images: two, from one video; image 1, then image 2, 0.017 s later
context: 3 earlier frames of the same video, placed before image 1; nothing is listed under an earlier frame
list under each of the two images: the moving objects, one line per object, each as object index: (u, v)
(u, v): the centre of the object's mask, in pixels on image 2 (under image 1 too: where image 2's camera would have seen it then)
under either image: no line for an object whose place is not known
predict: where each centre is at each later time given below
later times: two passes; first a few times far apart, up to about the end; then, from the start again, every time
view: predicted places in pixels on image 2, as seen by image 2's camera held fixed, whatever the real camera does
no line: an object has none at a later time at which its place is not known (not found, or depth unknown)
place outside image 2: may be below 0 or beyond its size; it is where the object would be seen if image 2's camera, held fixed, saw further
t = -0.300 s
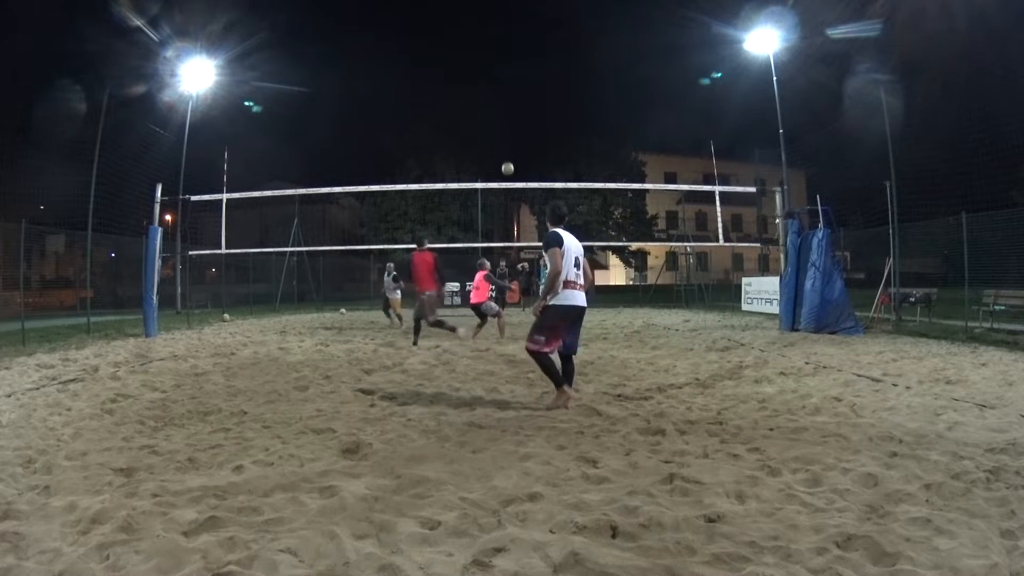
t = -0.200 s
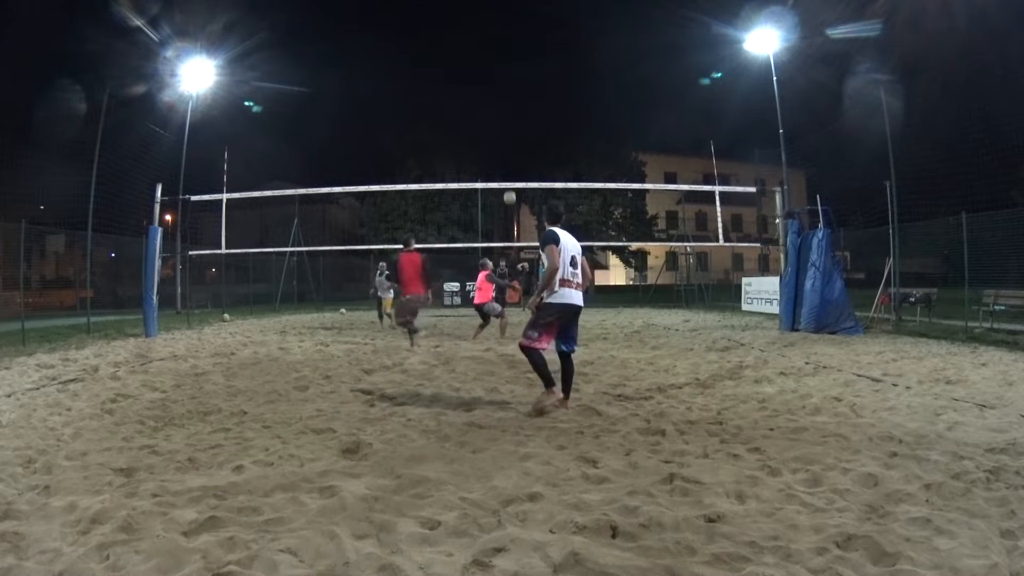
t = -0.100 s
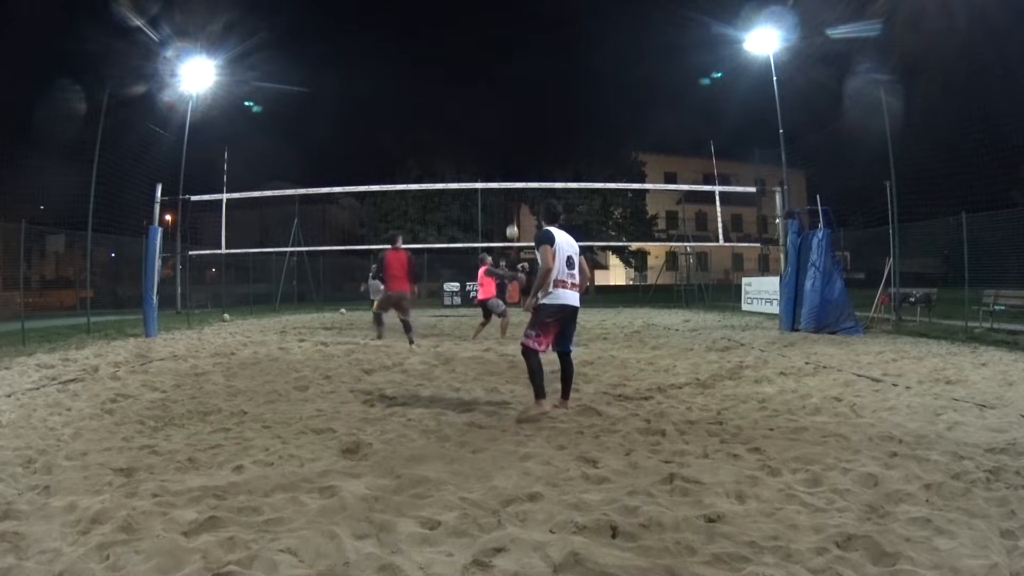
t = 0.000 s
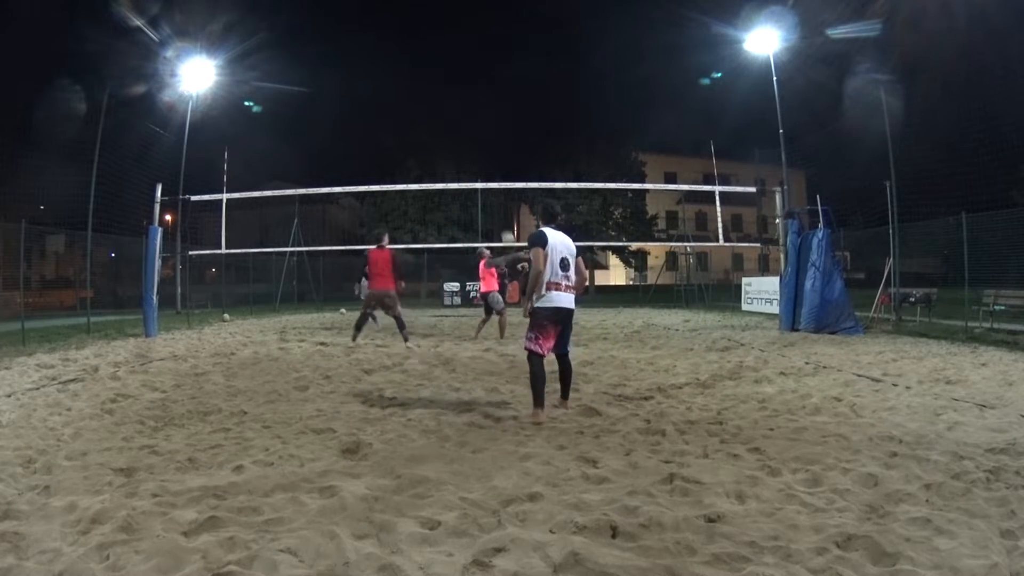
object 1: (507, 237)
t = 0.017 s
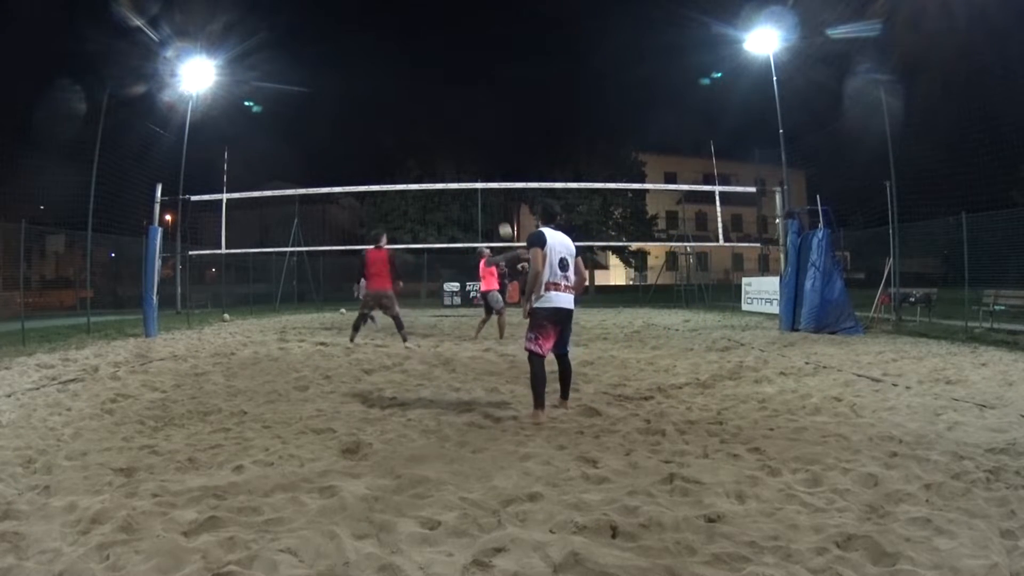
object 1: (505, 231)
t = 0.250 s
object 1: (469, 139)
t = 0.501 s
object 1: (434, 80)
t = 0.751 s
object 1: (400, 54)
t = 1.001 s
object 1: (367, 57)
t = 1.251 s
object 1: (333, 89)
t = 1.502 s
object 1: (300, 153)
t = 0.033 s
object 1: (502, 222)
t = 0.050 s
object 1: (500, 215)
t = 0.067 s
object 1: (497, 208)
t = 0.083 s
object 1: (495, 201)
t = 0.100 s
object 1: (492, 195)
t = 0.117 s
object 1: (490, 187)
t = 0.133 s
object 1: (486, 178)
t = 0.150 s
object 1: (484, 174)
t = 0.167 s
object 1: (482, 168)
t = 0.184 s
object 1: (479, 162)
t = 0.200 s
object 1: (477, 156)
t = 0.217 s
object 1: (474, 150)
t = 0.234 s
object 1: (472, 144)
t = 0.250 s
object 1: (469, 139)
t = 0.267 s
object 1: (467, 134)
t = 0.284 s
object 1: (464, 129)
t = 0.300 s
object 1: (462, 124)
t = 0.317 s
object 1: (460, 119)
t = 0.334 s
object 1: (457, 115)
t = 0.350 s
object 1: (455, 111)
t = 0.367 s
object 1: (452, 106)
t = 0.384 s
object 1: (450, 103)
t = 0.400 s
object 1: (448, 99)
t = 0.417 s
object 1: (445, 95)
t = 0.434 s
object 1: (443, 92)
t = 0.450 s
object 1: (441, 89)
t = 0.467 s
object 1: (438, 85)
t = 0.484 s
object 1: (436, 82)
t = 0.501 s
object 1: (434, 80)
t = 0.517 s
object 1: (431, 77)
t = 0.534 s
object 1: (429, 75)
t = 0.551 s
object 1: (427, 72)
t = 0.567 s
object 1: (425, 70)
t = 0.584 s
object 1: (422, 68)
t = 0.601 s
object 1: (420, 66)
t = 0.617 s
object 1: (418, 64)
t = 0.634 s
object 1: (416, 62)
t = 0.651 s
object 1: (414, 60)
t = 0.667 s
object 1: (411, 59)
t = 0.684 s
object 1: (409, 58)
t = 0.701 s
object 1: (407, 57)
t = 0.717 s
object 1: (405, 55)
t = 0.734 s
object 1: (402, 54)
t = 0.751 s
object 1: (400, 54)
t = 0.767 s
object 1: (398, 53)
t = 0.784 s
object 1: (396, 52)
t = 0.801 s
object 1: (394, 52)
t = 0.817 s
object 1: (391, 52)
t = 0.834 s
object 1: (389, 51)
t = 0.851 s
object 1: (387, 51)
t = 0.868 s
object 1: (385, 51)
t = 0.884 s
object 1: (383, 52)
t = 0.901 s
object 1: (381, 52)
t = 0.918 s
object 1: (378, 52)
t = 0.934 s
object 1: (376, 53)
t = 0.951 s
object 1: (374, 54)
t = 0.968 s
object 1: (372, 55)
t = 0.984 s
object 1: (369, 56)
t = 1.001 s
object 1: (367, 57)
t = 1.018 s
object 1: (365, 58)
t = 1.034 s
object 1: (363, 59)
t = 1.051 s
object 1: (360, 61)
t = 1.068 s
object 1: (358, 63)
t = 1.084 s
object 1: (356, 64)
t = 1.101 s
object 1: (353, 66)
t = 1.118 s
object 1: (351, 68)
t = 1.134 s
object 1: (349, 70)
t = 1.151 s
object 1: (347, 72)
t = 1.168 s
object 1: (344, 75)
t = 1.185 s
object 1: (342, 78)
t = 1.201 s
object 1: (340, 80)
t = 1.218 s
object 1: (338, 83)
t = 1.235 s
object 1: (335, 86)
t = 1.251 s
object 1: (333, 89)
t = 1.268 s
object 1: (331, 92)
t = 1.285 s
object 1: (329, 95)
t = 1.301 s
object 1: (326, 99)
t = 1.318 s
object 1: (324, 102)
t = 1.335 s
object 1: (322, 107)
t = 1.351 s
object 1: (320, 111)
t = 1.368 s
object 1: (317, 115)
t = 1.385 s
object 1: (315, 119)
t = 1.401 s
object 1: (313, 123)
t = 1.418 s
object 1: (311, 128)
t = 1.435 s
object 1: (309, 133)
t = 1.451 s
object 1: (306, 138)
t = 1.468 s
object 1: (305, 143)
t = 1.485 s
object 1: (302, 148)
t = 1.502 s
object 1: (300, 153)
